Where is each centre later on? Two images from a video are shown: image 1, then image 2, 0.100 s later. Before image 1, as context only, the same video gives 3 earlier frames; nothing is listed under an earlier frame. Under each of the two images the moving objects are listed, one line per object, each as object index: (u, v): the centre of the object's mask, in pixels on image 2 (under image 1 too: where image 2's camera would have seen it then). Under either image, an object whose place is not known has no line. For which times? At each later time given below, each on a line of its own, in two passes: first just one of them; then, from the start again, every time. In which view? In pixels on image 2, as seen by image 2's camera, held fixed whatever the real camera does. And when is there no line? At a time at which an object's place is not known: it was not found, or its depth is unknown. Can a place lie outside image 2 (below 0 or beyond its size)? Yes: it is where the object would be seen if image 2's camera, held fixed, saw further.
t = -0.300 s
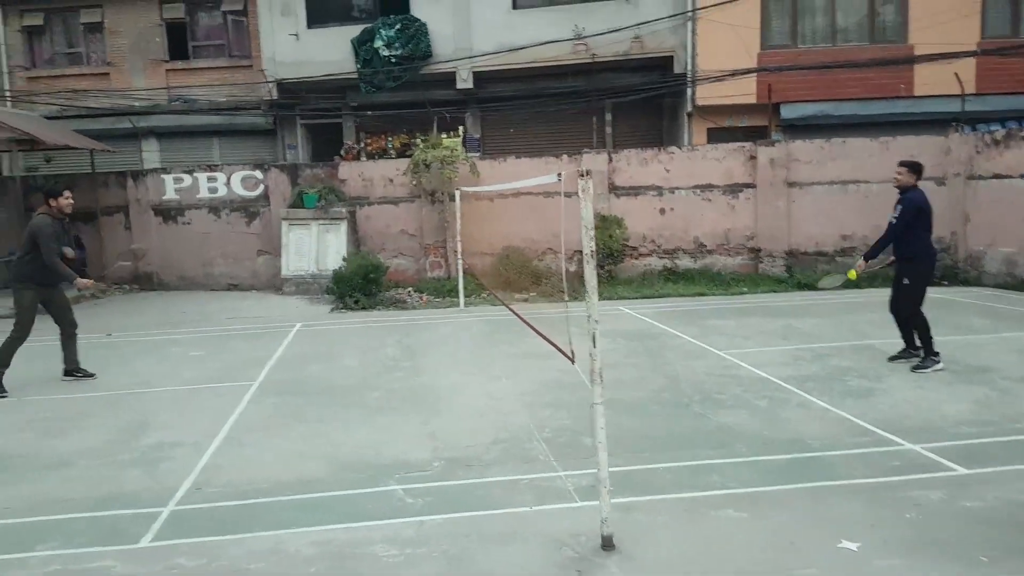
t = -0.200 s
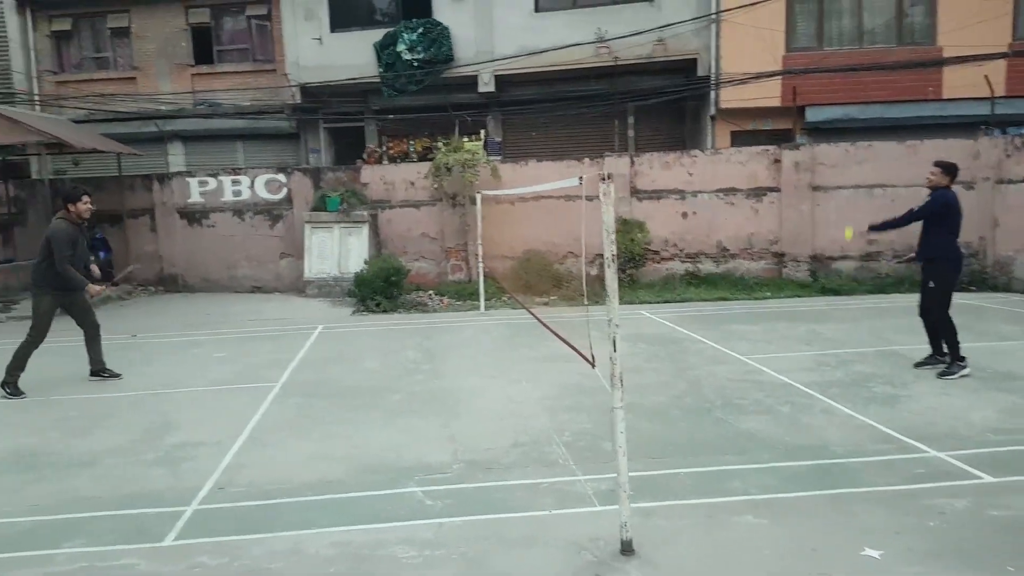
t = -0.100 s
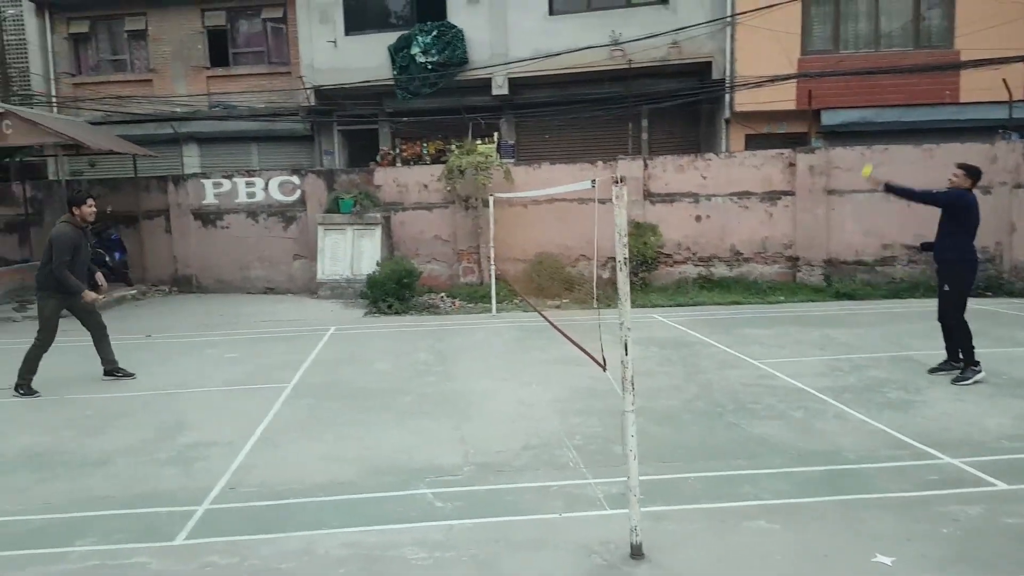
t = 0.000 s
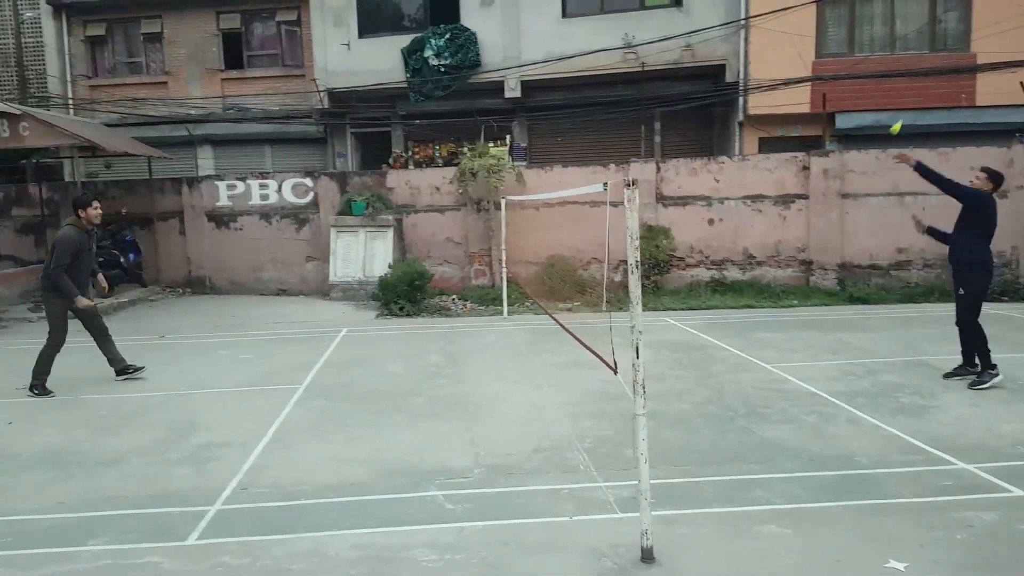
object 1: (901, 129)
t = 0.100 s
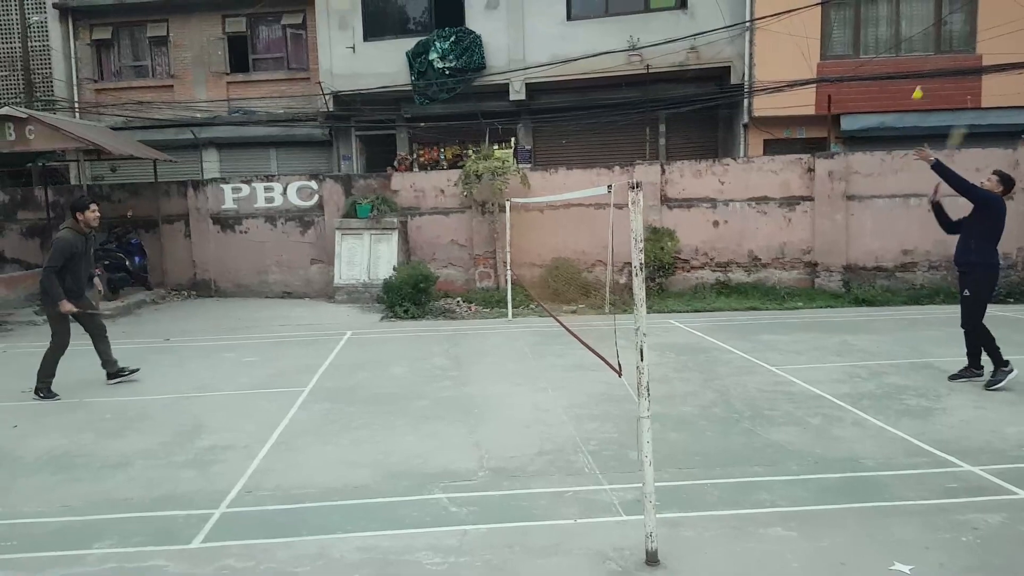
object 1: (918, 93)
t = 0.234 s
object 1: (932, 69)
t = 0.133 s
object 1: (921, 85)
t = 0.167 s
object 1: (925, 78)
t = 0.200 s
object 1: (929, 73)
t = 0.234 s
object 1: (932, 69)
